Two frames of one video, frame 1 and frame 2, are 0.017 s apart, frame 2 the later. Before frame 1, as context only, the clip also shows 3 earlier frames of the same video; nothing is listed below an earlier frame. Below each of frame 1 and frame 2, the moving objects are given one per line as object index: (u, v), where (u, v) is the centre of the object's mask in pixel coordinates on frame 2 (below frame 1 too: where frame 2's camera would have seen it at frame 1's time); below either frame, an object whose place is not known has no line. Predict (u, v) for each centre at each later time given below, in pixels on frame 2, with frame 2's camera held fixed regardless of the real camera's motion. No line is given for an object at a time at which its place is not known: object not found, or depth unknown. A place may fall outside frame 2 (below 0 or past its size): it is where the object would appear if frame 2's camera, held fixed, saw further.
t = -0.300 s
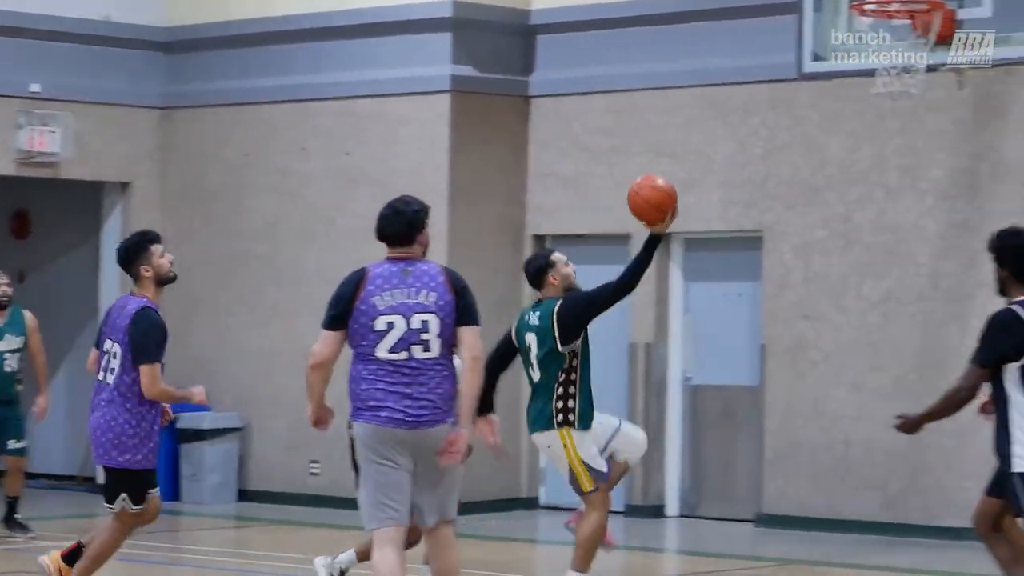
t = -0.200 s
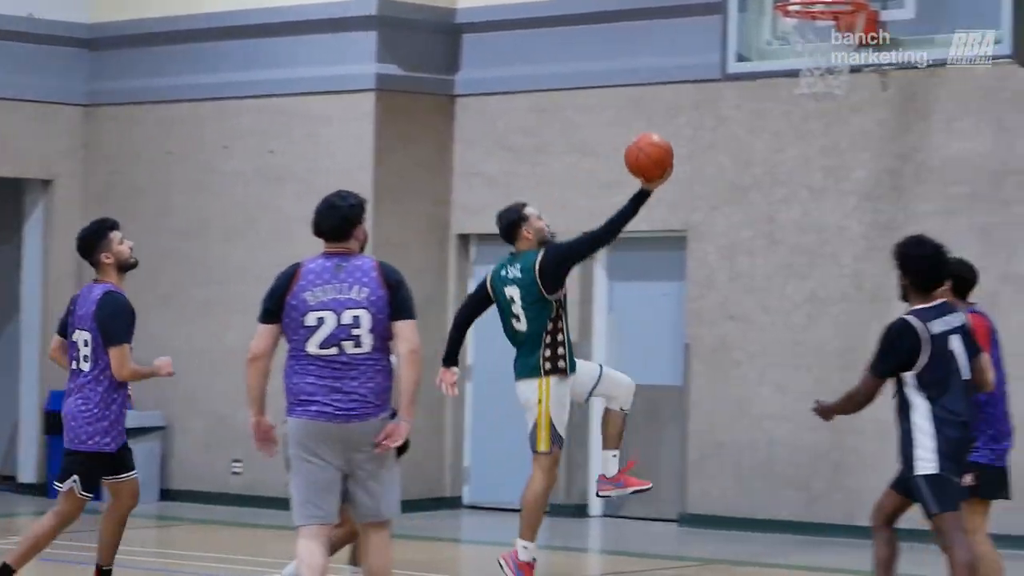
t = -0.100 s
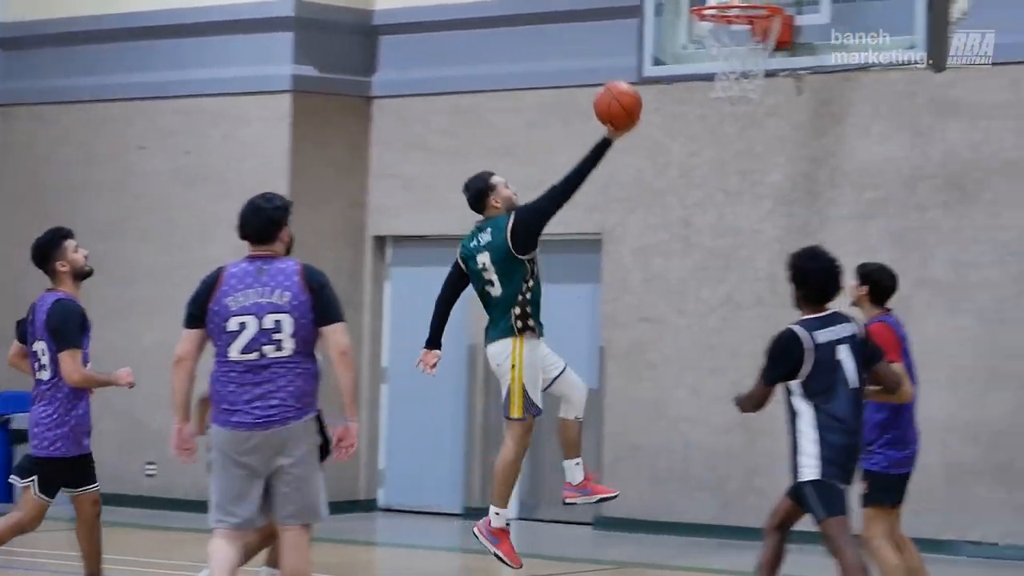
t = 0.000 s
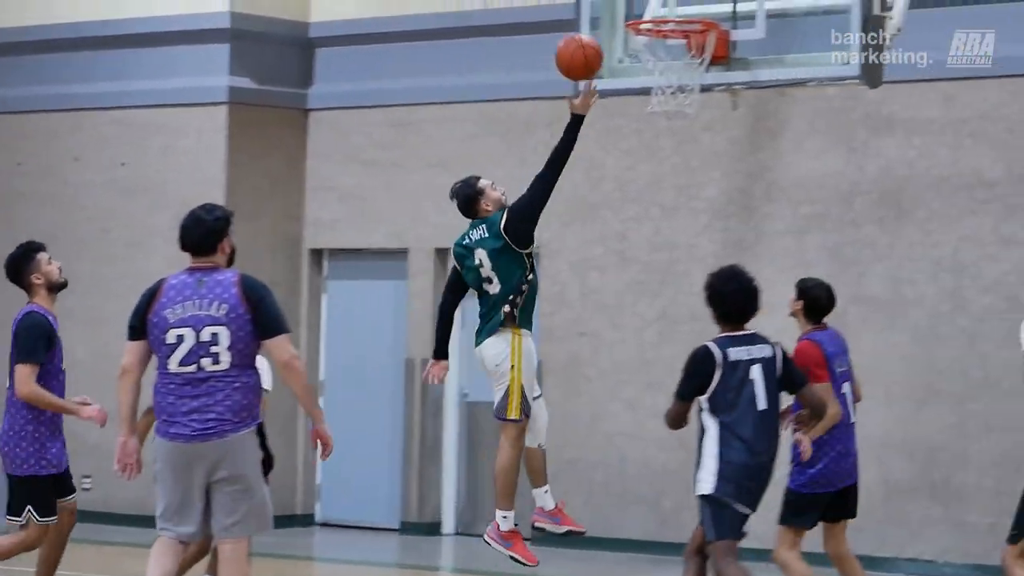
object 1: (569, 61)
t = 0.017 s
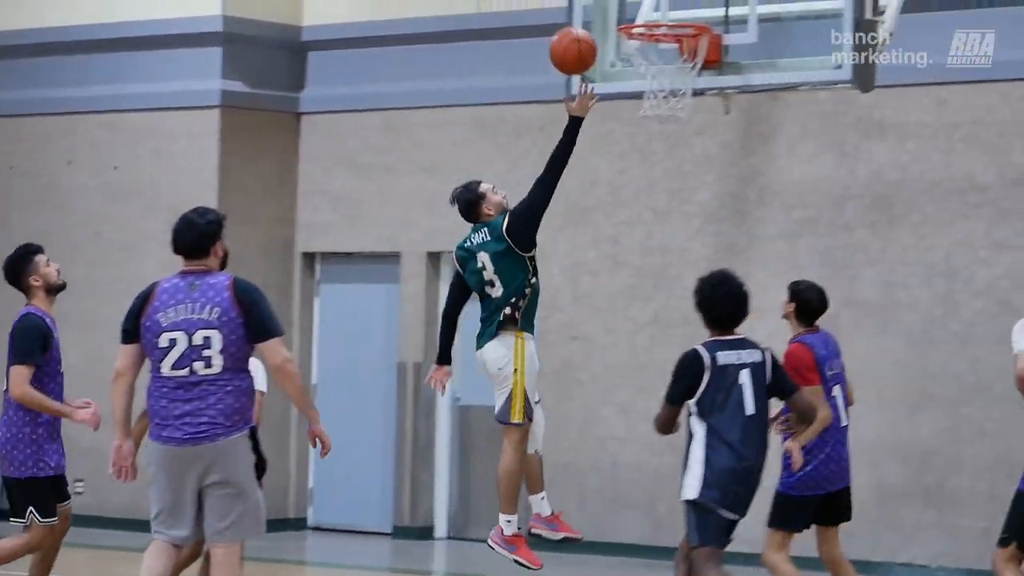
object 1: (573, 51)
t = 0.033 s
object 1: (575, 43)
